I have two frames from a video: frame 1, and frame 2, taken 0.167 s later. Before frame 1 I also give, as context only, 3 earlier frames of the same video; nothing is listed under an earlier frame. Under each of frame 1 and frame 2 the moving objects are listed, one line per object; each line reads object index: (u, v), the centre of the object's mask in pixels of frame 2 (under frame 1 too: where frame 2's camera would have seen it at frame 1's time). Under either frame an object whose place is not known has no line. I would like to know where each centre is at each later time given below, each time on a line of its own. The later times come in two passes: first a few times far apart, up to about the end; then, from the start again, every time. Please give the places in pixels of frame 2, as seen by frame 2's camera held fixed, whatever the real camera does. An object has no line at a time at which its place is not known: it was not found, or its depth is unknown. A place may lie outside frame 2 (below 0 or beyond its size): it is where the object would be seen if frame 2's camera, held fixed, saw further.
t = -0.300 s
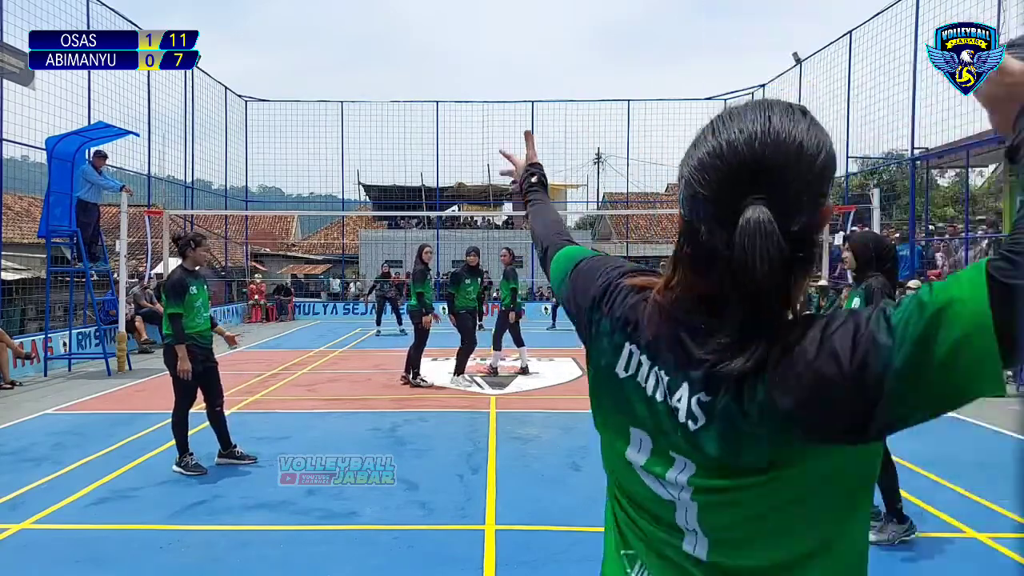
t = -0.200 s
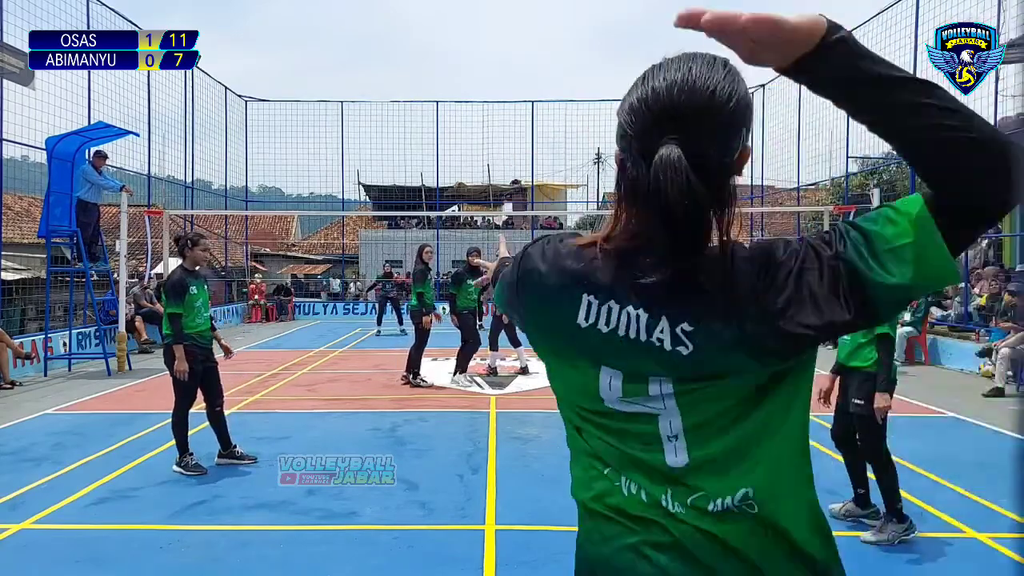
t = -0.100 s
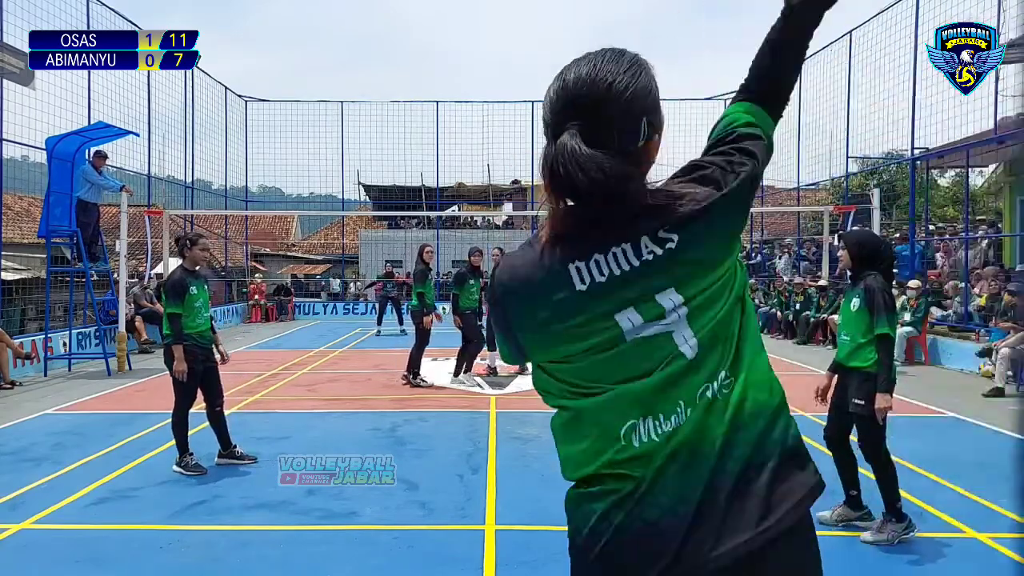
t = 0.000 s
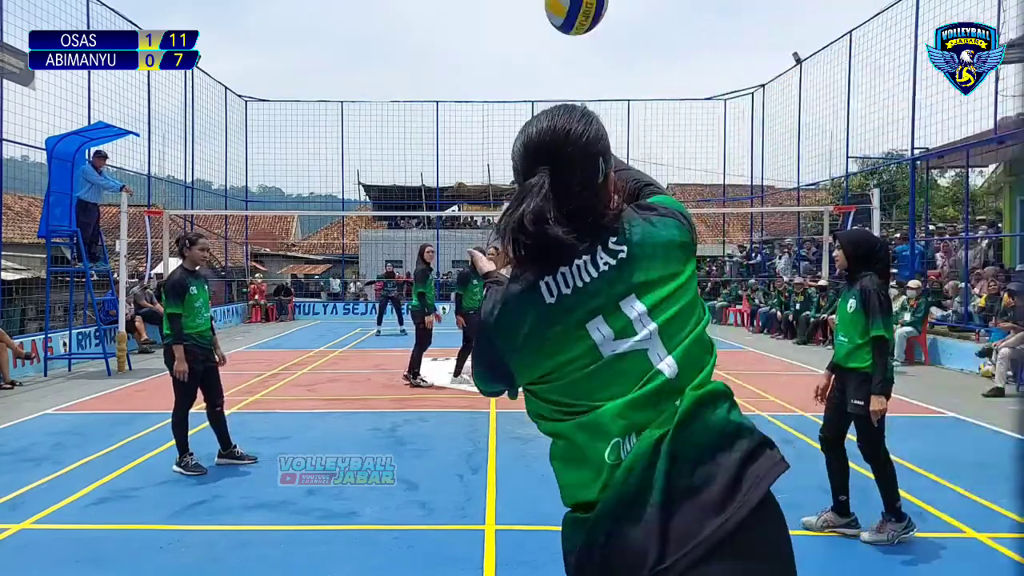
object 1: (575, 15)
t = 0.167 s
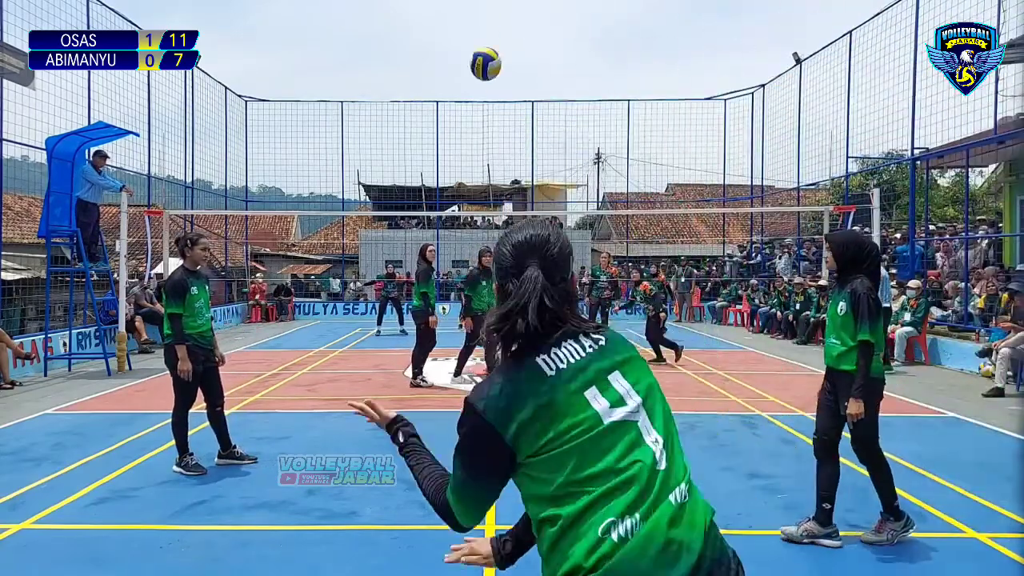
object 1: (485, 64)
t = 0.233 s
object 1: (471, 82)
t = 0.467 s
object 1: (447, 146)
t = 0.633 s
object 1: (437, 191)
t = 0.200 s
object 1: (477, 73)
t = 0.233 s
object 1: (471, 82)
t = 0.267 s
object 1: (466, 91)
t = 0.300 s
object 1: (462, 100)
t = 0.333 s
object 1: (458, 109)
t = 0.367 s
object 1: (456, 118)
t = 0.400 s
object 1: (452, 128)
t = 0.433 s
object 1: (450, 137)
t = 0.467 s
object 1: (447, 146)
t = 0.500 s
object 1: (445, 155)
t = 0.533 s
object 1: (443, 165)
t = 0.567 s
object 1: (441, 173)
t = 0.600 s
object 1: (439, 182)
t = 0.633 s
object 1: (437, 191)
